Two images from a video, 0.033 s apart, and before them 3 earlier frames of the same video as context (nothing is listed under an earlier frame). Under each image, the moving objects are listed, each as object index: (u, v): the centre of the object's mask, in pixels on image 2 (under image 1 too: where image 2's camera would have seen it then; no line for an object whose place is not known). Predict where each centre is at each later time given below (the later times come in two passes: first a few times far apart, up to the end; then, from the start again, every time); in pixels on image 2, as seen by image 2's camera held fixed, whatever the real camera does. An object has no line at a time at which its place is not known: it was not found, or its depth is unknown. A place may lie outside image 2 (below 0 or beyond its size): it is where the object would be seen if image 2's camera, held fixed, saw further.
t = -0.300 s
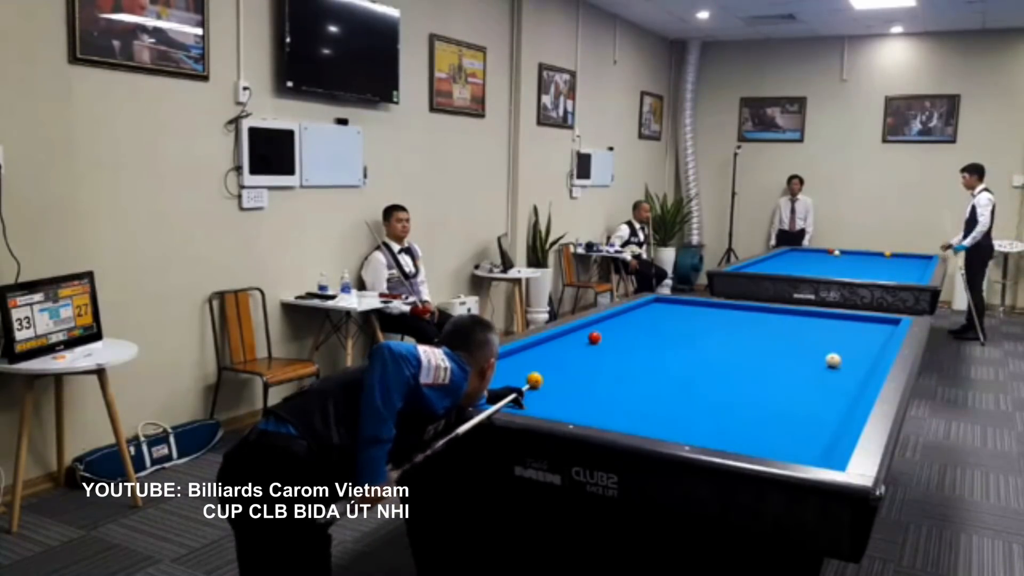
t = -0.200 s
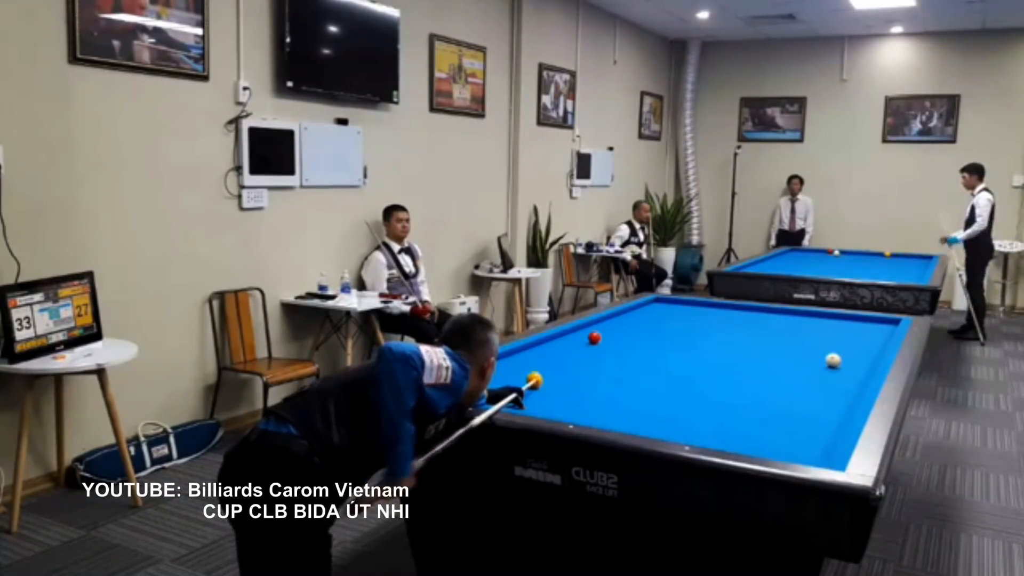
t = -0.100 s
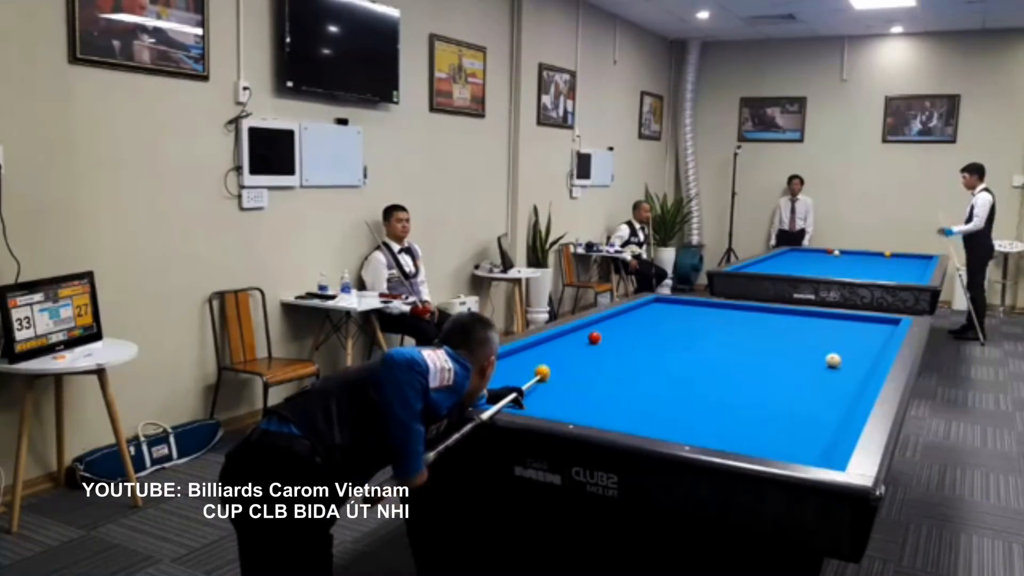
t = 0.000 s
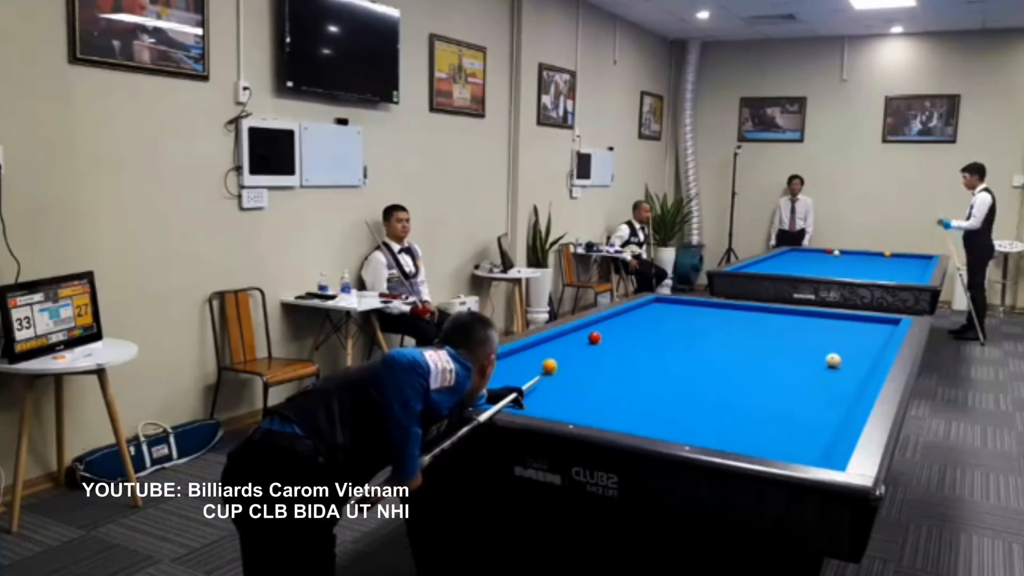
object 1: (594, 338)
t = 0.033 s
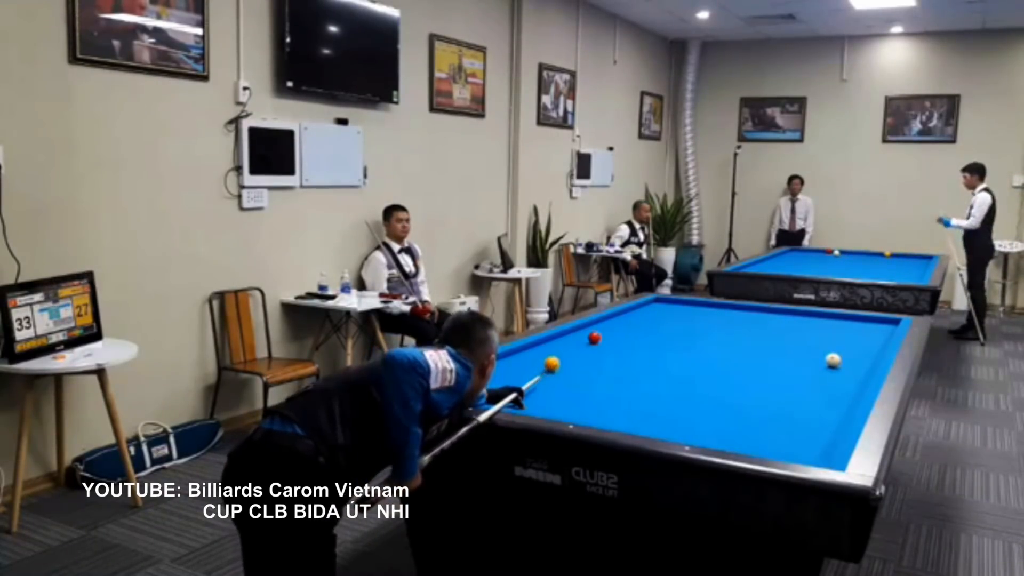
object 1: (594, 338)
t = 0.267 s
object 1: (594, 338)
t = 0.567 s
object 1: (595, 338)
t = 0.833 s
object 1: (615, 337)
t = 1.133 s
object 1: (637, 336)
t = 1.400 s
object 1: (655, 335)
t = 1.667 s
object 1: (672, 335)
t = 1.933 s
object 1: (689, 334)
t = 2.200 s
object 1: (704, 333)
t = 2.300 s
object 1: (710, 333)
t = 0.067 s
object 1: (594, 338)
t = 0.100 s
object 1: (594, 338)
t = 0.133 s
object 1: (594, 338)
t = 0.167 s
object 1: (594, 338)
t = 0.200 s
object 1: (594, 338)
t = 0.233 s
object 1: (594, 338)
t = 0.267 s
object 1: (594, 338)
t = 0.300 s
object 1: (594, 338)
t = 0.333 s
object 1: (594, 338)
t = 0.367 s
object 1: (594, 338)
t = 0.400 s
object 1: (594, 338)
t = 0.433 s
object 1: (594, 338)
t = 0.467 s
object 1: (594, 338)
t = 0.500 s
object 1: (594, 338)
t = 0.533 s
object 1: (594, 338)
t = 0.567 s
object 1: (595, 338)
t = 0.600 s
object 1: (598, 338)
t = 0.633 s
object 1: (601, 338)
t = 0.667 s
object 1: (603, 338)
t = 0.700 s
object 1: (606, 337)
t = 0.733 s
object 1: (608, 337)
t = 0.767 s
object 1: (611, 337)
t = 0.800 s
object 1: (613, 337)
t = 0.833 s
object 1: (615, 337)
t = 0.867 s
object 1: (618, 337)
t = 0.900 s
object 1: (621, 337)
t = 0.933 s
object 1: (623, 337)
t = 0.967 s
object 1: (625, 337)
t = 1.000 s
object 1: (627, 337)
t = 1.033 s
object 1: (630, 337)
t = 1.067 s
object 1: (632, 336)
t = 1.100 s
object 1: (634, 336)
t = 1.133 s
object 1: (637, 336)
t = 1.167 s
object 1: (639, 336)
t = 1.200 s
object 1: (642, 336)
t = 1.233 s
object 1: (644, 336)
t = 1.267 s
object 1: (646, 336)
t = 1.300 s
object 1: (648, 336)
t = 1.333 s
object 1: (650, 336)
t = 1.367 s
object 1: (652, 336)
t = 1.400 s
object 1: (655, 335)
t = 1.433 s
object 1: (657, 335)
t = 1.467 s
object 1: (659, 335)
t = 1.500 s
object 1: (661, 335)
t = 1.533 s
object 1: (663, 335)
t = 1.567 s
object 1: (666, 335)
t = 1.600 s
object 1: (668, 335)
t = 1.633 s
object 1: (670, 335)
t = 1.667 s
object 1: (672, 335)
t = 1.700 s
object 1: (674, 334)
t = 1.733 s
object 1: (676, 335)
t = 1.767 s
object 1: (679, 335)
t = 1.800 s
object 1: (681, 335)
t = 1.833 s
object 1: (683, 335)
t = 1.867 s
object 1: (685, 334)
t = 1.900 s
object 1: (687, 334)
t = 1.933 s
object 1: (689, 334)
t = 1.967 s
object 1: (690, 334)
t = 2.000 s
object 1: (692, 334)
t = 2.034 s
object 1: (694, 334)
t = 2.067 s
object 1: (697, 334)
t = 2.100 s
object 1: (698, 334)
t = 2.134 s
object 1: (700, 334)
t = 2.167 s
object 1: (702, 334)
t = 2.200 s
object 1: (704, 333)
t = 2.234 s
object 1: (706, 333)
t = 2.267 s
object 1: (708, 333)
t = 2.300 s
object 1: (710, 333)
